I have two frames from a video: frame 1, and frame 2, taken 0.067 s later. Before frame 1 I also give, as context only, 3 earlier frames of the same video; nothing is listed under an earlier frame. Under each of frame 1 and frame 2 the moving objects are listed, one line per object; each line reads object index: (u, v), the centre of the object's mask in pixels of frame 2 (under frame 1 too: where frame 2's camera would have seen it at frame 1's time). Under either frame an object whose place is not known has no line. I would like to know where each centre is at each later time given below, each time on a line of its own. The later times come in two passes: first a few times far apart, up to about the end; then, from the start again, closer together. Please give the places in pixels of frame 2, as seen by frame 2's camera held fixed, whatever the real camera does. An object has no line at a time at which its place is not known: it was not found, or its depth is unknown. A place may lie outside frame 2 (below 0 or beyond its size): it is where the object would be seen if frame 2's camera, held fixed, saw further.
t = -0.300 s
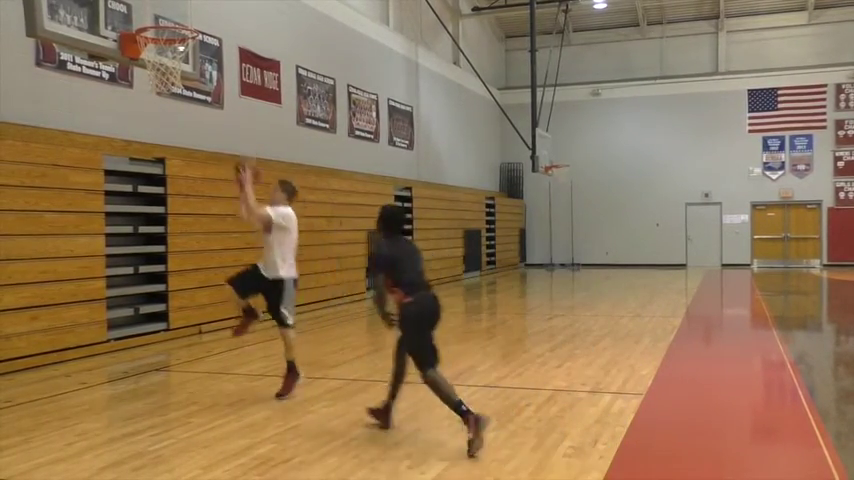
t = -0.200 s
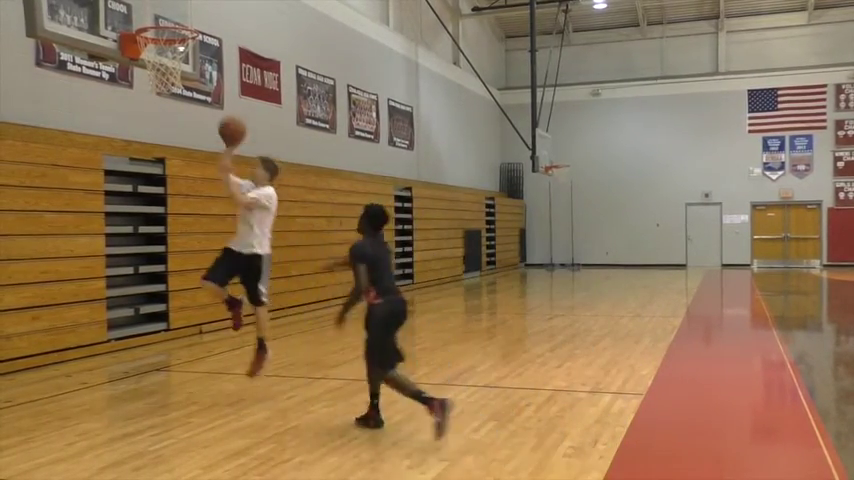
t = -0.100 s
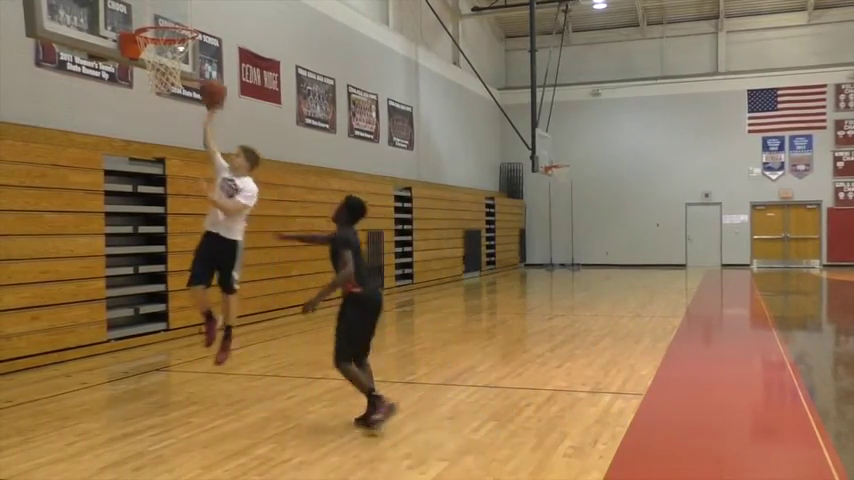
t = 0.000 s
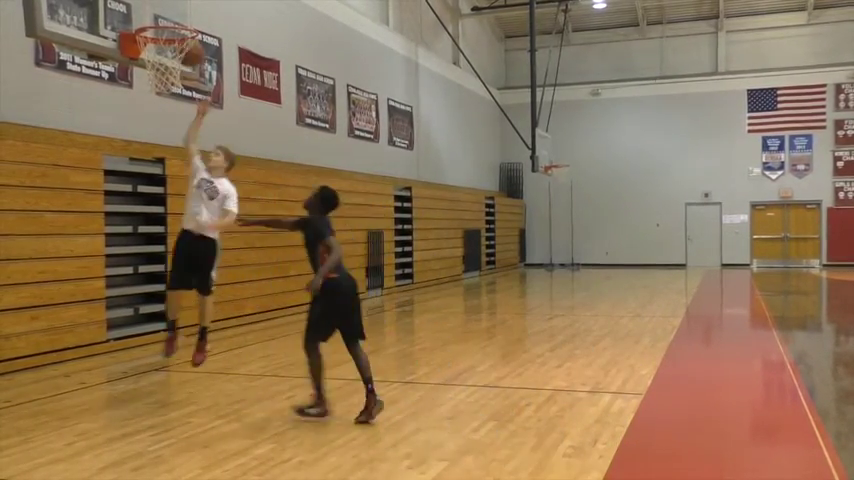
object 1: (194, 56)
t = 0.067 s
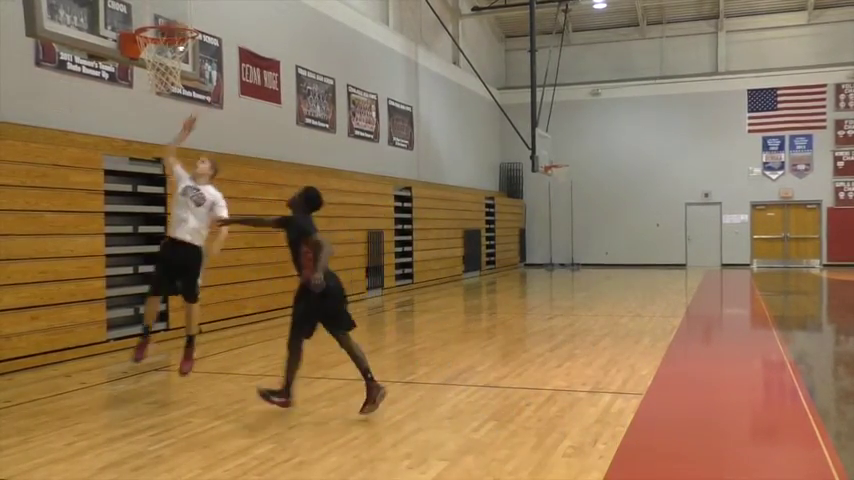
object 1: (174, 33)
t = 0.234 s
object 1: (165, 13)
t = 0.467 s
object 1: (176, 40)
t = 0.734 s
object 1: (169, 99)
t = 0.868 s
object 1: (161, 154)
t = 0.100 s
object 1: (164, 24)
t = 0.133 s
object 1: (162, 16)
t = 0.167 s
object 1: (163, 14)
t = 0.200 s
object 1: (164, 13)
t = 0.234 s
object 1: (165, 13)
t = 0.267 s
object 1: (167, 12)
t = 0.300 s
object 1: (168, 13)
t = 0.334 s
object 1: (169, 14)
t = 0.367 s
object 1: (171, 16)
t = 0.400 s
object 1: (172, 19)
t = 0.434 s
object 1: (174, 22)
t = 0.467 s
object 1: (176, 40)
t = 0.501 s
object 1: (178, 47)
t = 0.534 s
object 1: (178, 57)
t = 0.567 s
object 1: (178, 59)
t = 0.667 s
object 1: (171, 82)
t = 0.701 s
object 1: (170, 90)
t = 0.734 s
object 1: (169, 99)
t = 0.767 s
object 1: (167, 111)
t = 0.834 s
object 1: (163, 138)
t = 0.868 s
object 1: (161, 154)
